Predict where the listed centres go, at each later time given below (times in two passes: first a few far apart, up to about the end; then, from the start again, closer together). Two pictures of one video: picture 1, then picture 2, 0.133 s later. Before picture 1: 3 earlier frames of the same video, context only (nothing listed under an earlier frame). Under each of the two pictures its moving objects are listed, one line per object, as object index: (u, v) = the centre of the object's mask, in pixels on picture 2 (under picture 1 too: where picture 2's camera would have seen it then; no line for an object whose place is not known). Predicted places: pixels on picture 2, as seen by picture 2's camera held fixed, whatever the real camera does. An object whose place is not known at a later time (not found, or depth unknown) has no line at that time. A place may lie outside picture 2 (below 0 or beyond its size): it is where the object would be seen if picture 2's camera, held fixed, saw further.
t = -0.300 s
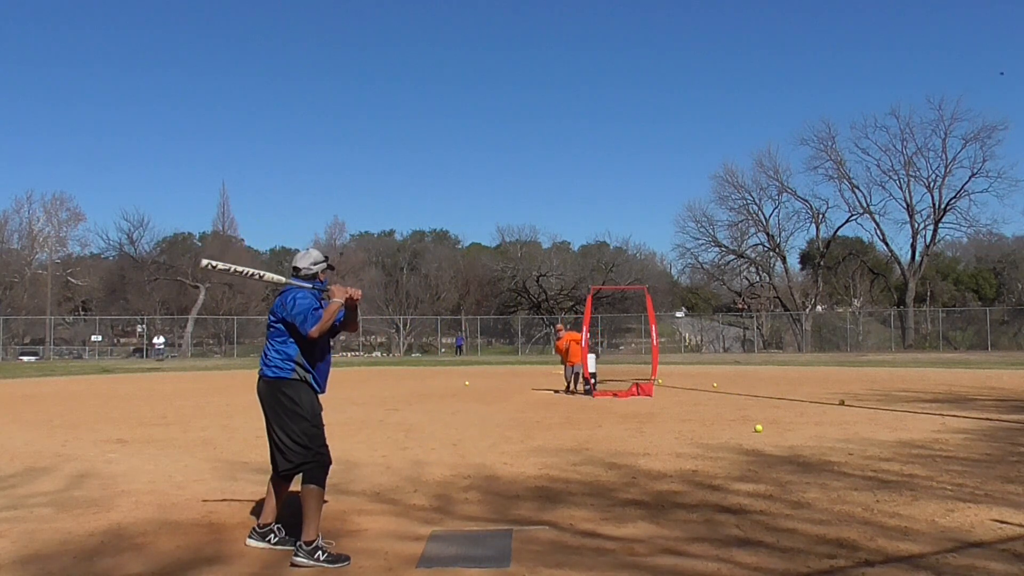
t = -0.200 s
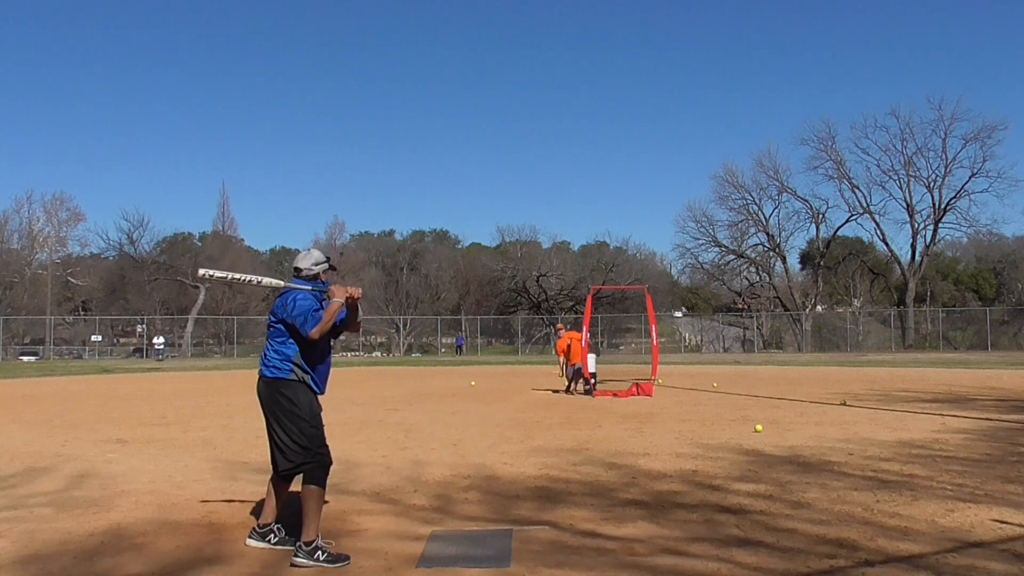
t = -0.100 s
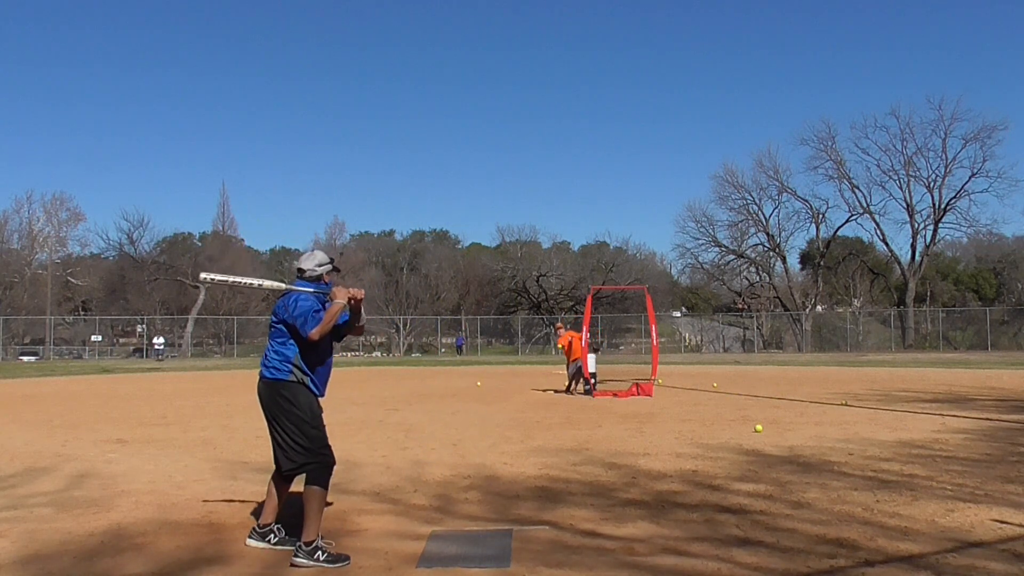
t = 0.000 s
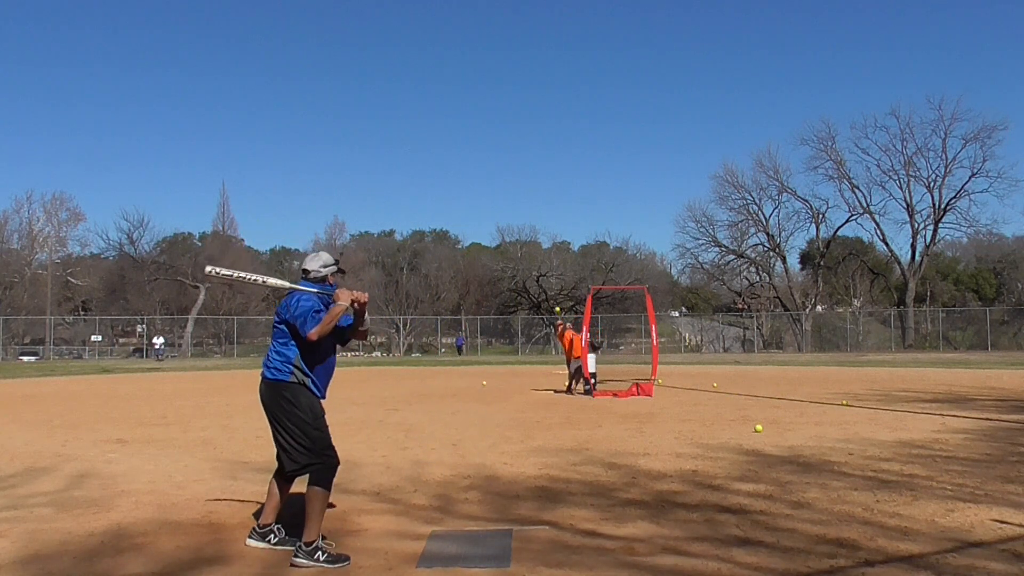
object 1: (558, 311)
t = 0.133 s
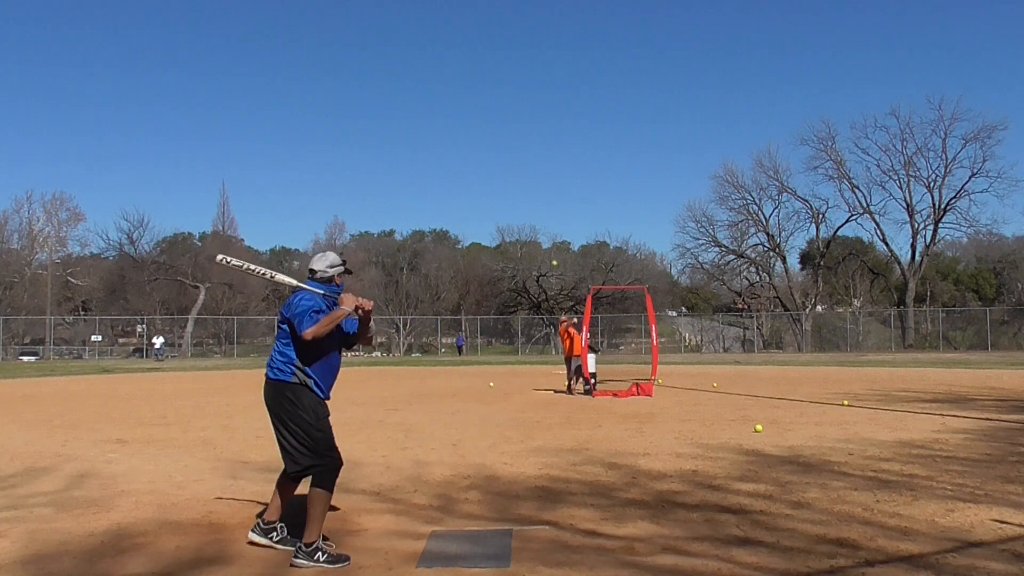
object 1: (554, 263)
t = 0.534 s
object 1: (541, 154)
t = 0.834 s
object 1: (525, 119)
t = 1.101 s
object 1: (501, 157)
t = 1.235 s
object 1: (486, 221)
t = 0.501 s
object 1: (542, 161)
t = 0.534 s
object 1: (541, 154)
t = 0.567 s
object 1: (539, 148)
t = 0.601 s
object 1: (538, 142)
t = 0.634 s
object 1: (536, 136)
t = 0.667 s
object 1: (534, 132)
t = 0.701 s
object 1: (533, 128)
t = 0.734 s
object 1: (531, 124)
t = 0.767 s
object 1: (529, 122)
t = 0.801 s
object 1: (527, 120)
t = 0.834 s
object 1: (525, 119)
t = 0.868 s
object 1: (522, 119)
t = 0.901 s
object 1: (520, 120)
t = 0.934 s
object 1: (517, 123)
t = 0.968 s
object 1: (515, 127)
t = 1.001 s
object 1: (512, 132)
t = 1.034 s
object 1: (509, 138)
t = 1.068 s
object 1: (505, 147)
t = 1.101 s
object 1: (501, 157)
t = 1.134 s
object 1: (498, 169)
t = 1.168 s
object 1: (495, 184)
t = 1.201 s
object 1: (490, 201)
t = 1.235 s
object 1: (486, 221)
